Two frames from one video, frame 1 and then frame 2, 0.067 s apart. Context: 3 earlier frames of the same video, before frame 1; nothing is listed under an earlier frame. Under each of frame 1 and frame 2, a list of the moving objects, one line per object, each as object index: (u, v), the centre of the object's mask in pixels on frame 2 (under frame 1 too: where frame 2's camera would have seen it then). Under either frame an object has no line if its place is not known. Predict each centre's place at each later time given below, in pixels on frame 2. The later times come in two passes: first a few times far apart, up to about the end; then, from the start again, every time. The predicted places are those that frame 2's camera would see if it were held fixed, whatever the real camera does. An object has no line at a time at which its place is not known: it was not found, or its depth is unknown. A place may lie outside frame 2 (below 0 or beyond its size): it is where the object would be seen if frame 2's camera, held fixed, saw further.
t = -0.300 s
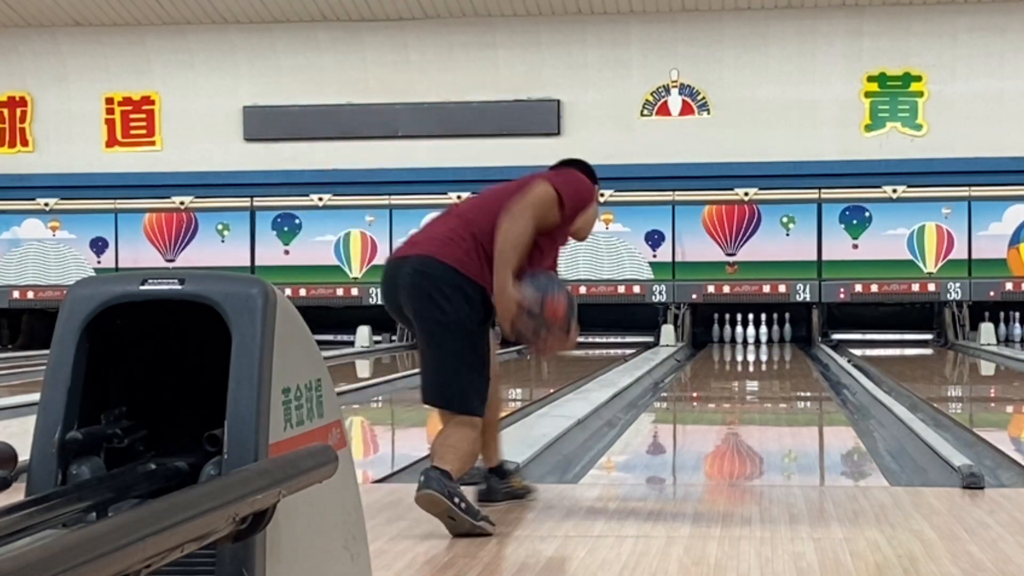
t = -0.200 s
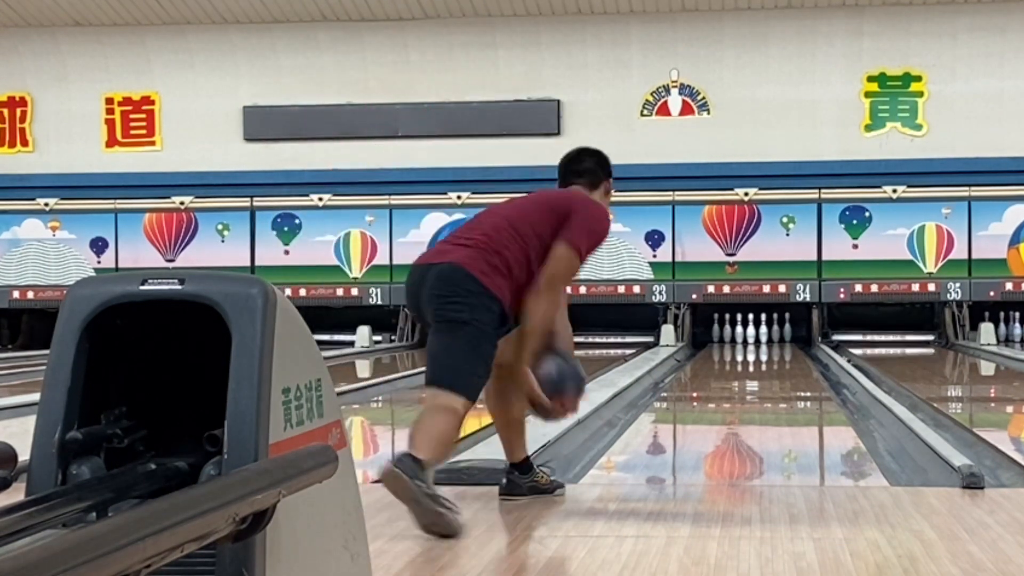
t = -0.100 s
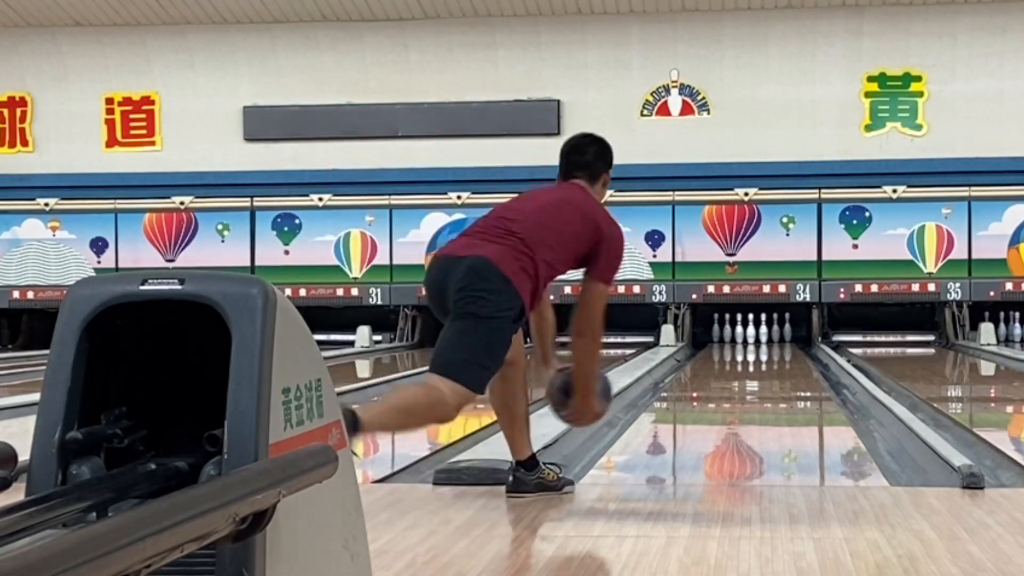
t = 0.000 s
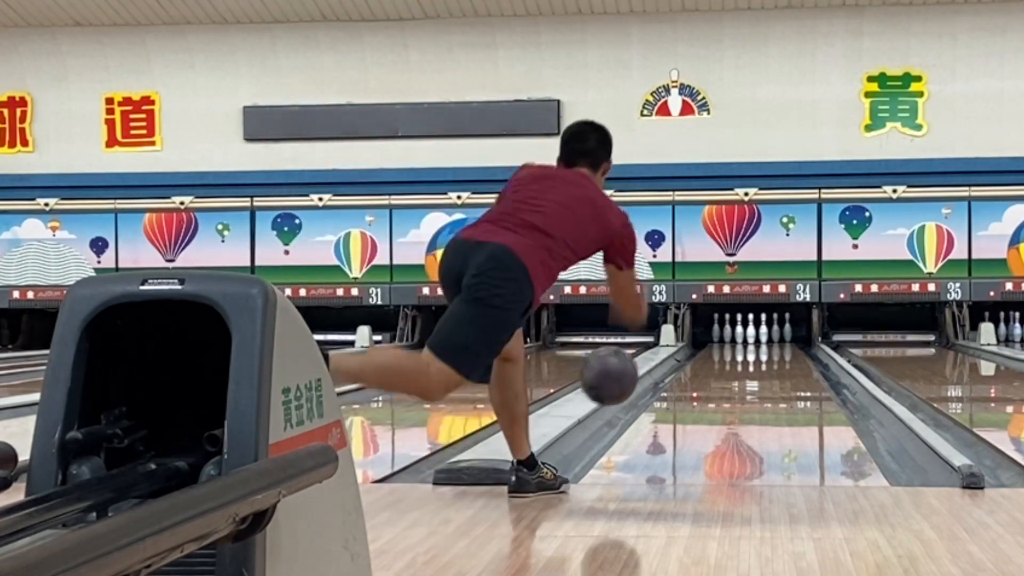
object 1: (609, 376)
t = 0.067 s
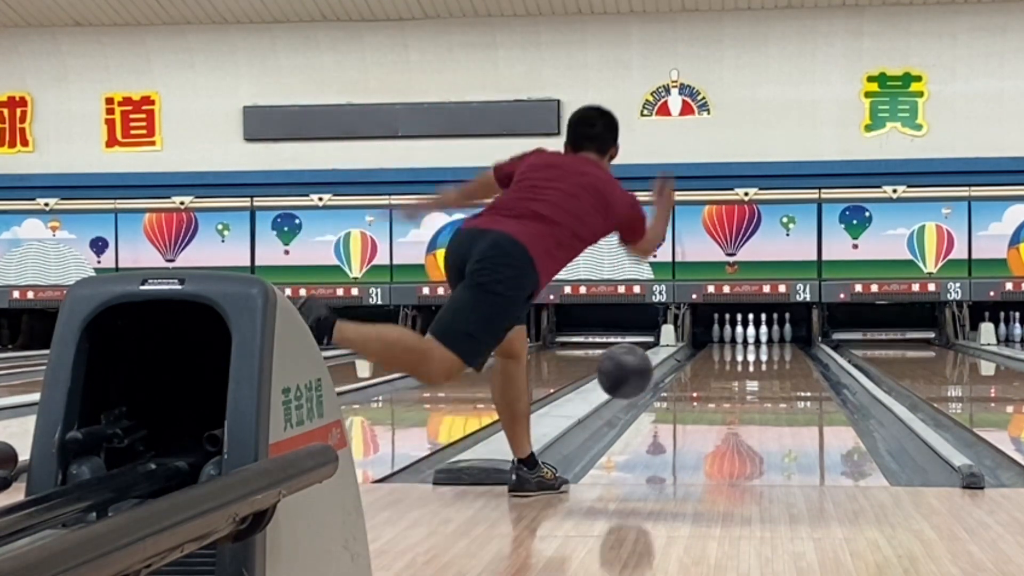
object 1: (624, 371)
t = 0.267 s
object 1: (663, 414)
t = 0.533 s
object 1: (698, 395)
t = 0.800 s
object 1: (721, 383)
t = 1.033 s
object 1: (734, 373)
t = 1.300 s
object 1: (747, 364)
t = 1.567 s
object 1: (757, 357)
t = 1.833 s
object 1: (763, 351)
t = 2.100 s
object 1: (768, 347)
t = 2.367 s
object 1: (770, 343)
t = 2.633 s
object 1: (769, 340)
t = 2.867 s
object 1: (763, 337)
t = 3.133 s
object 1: (758, 336)
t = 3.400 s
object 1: (753, 335)
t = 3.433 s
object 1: (753, 335)
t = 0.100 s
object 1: (632, 374)
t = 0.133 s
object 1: (638, 379)
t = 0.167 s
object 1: (645, 387)
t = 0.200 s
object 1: (651, 396)
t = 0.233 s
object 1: (657, 407)
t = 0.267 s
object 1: (663, 414)
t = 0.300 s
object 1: (668, 410)
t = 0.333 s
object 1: (673, 407)
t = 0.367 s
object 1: (678, 407)
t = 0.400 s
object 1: (683, 405)
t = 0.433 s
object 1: (687, 403)
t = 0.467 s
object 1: (691, 400)
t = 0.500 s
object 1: (695, 398)
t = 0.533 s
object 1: (698, 395)
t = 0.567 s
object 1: (702, 393)
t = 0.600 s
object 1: (705, 392)
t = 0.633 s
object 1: (708, 390)
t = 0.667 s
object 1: (711, 389)
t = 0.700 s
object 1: (713, 386)
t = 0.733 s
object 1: (716, 385)
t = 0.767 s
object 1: (719, 384)
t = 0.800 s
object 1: (721, 383)
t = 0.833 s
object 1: (723, 381)
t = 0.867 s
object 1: (726, 380)
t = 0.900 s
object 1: (728, 378)
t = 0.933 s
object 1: (730, 377)
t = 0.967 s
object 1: (731, 376)
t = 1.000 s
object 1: (733, 374)
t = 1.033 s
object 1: (734, 373)
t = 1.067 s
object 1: (737, 372)
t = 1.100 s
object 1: (738, 371)
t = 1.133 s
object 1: (740, 369)
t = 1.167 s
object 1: (741, 369)
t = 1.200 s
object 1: (743, 367)
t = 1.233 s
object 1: (745, 366)
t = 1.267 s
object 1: (746, 365)
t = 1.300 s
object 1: (747, 364)
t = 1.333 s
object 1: (749, 363)
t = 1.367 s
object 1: (750, 362)
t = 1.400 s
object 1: (751, 361)
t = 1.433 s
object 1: (752, 360)
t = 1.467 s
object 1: (754, 359)
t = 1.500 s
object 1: (755, 358)
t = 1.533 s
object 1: (755, 358)
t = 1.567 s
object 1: (757, 357)
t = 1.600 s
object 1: (757, 356)
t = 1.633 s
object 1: (758, 355)
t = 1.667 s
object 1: (759, 354)
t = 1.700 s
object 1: (760, 354)
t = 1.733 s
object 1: (761, 353)
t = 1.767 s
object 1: (762, 352)
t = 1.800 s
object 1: (763, 352)
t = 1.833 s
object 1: (763, 351)
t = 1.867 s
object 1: (764, 350)
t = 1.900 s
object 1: (765, 350)
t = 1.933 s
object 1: (765, 349)
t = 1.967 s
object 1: (766, 348)
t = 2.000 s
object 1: (766, 348)
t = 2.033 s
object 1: (767, 347)
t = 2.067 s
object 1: (767, 347)
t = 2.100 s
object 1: (768, 347)
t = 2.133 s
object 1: (768, 346)
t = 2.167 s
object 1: (769, 345)
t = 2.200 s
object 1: (769, 345)
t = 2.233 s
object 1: (769, 344)
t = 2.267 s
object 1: (770, 344)
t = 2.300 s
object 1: (770, 344)
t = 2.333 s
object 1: (770, 343)
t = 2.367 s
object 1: (770, 343)
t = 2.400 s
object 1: (770, 343)
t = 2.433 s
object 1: (770, 342)
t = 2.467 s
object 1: (769, 342)
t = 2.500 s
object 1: (770, 341)
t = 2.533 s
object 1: (769, 341)
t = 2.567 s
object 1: (769, 341)
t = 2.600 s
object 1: (769, 340)
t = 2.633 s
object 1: (769, 340)
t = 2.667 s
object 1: (768, 339)
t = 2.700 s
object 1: (768, 339)
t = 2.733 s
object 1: (767, 339)
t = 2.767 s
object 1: (766, 338)
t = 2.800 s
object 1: (766, 338)
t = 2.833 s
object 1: (764, 338)
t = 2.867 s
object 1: (763, 337)
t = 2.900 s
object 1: (762, 336)
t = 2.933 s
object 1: (762, 336)
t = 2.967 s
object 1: (762, 336)
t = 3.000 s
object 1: (760, 336)
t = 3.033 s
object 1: (758, 336)
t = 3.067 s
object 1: (758, 336)
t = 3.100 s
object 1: (758, 335)
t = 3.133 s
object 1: (758, 336)
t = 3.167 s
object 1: (757, 335)
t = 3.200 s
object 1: (757, 335)
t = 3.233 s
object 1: (756, 335)
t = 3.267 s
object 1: (757, 335)
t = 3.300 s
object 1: (757, 335)
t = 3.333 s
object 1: (755, 335)
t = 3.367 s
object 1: (754, 335)
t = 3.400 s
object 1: (753, 335)
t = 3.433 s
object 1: (753, 335)
